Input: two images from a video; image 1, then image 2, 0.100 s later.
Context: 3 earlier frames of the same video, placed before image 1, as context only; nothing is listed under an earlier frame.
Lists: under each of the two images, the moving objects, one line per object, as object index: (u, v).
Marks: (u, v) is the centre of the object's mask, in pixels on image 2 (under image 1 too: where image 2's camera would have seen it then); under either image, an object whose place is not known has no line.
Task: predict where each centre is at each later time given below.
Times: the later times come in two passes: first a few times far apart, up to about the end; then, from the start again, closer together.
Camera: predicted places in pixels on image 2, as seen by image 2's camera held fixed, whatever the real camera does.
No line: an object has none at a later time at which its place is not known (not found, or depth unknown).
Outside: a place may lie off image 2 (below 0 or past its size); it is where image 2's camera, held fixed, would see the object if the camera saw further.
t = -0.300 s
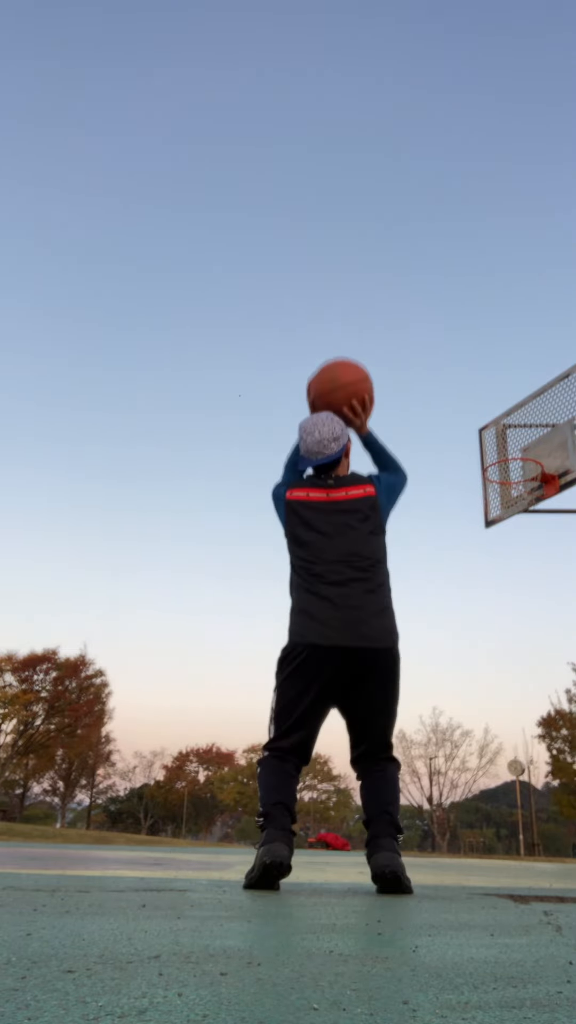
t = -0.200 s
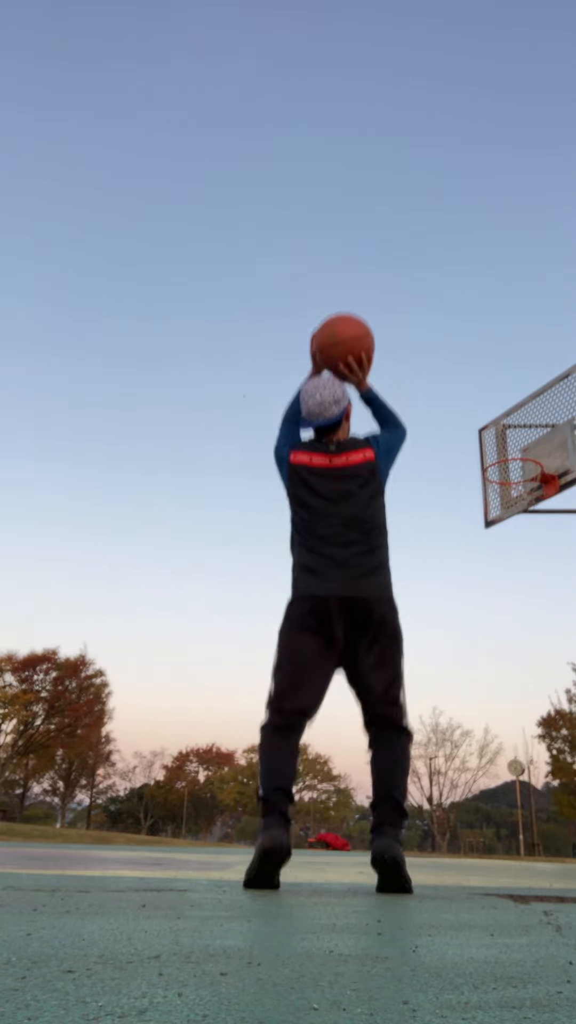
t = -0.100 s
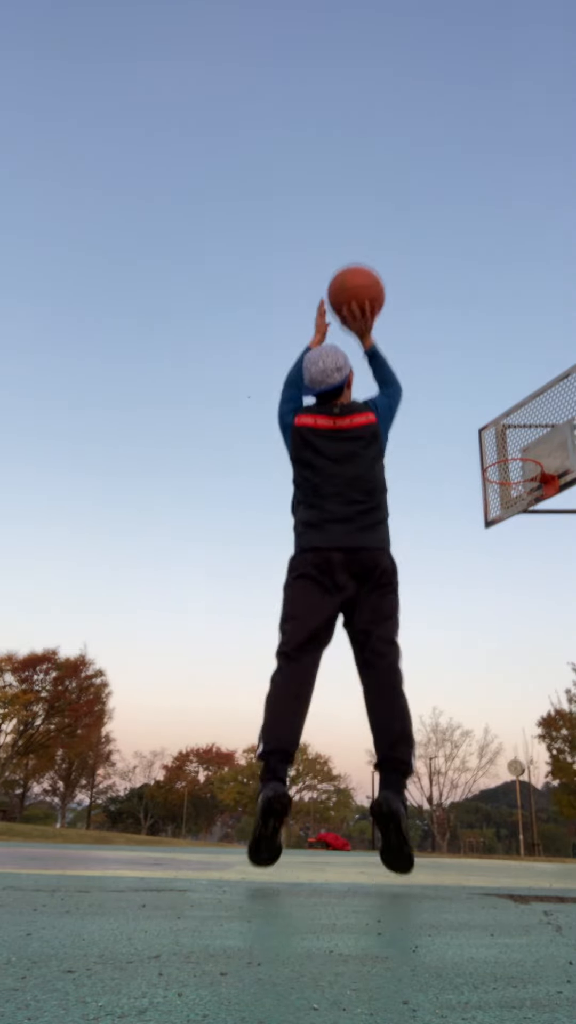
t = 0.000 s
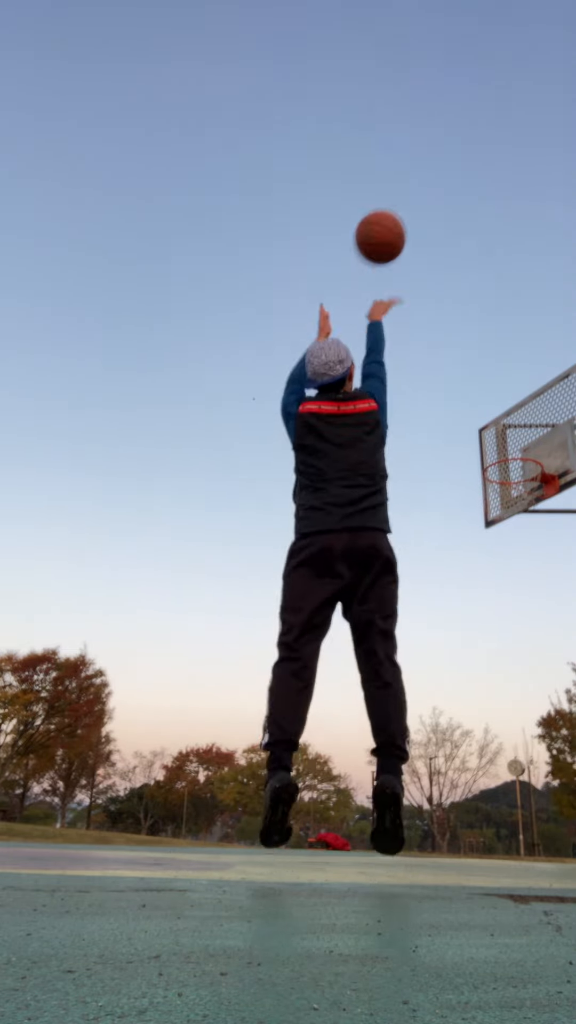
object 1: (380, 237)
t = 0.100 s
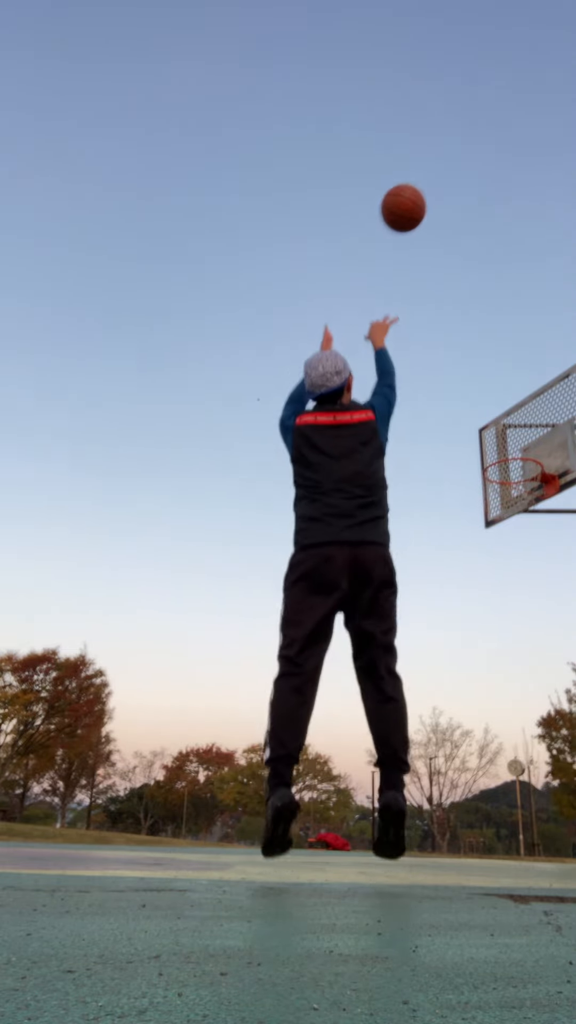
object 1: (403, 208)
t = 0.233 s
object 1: (427, 196)
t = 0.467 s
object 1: (459, 225)
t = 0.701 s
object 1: (486, 299)
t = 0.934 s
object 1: (511, 410)
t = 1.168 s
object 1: (503, 525)
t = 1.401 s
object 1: (469, 672)
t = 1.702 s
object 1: (412, 752)
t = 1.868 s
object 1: (374, 655)
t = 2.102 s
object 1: (322, 588)
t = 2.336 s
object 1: (265, 592)
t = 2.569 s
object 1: (195, 685)
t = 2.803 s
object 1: (111, 799)
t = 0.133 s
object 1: (410, 203)
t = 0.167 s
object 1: (416, 199)
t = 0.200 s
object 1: (422, 197)
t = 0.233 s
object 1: (427, 196)
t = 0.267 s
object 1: (432, 197)
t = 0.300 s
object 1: (437, 199)
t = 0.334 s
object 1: (442, 202)
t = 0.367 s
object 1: (446, 206)
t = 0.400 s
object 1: (450, 212)
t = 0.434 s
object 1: (455, 218)
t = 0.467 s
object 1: (459, 225)
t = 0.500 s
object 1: (463, 233)
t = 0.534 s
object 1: (467, 242)
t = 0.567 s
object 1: (471, 252)
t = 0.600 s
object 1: (474, 263)
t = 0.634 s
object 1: (478, 274)
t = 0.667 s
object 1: (482, 286)
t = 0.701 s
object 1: (486, 299)
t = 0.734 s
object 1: (489, 313)
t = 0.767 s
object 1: (493, 327)
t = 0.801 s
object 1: (497, 342)
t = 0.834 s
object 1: (500, 358)
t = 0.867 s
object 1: (504, 375)
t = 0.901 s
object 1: (507, 392)
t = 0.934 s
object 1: (511, 410)
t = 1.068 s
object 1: (519, 485)
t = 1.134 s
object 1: (509, 511)
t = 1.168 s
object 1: (503, 525)
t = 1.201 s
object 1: (498, 541)
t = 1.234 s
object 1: (493, 558)
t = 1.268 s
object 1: (488, 577)
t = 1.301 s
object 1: (483, 598)
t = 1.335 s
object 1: (478, 621)
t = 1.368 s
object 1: (473, 645)
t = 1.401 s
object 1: (469, 672)
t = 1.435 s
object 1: (464, 701)
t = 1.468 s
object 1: (459, 731)
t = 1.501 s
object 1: (454, 765)
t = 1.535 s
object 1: (449, 804)
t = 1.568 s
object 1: (444, 840)
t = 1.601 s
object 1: (437, 831)
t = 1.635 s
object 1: (429, 804)
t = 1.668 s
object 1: (420, 777)
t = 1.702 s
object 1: (412, 752)
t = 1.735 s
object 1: (405, 729)
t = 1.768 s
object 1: (397, 708)
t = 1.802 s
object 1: (390, 689)
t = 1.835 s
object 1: (382, 671)
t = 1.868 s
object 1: (374, 655)
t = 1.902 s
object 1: (367, 641)
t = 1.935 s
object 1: (360, 629)
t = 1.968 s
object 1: (352, 618)
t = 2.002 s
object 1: (345, 608)
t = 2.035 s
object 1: (337, 600)
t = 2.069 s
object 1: (330, 593)
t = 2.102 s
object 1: (322, 588)
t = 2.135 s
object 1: (314, 584)
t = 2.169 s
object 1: (307, 581)
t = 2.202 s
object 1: (299, 581)
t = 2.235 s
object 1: (291, 581)
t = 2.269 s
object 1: (282, 583)
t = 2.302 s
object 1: (274, 587)
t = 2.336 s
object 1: (265, 592)
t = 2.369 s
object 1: (256, 599)
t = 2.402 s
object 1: (247, 609)
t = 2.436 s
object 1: (237, 620)
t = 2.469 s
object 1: (227, 632)
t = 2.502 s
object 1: (217, 647)
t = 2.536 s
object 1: (206, 665)
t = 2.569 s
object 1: (195, 685)
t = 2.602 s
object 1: (183, 708)
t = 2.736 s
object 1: (129, 828)
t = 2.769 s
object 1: (119, 823)
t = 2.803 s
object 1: (111, 799)
